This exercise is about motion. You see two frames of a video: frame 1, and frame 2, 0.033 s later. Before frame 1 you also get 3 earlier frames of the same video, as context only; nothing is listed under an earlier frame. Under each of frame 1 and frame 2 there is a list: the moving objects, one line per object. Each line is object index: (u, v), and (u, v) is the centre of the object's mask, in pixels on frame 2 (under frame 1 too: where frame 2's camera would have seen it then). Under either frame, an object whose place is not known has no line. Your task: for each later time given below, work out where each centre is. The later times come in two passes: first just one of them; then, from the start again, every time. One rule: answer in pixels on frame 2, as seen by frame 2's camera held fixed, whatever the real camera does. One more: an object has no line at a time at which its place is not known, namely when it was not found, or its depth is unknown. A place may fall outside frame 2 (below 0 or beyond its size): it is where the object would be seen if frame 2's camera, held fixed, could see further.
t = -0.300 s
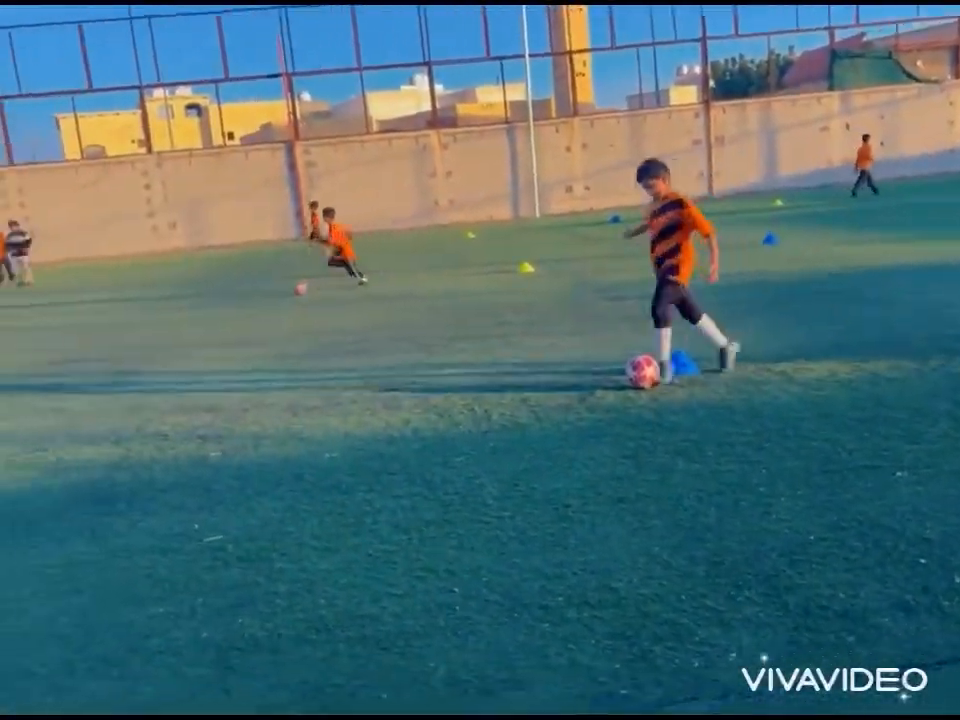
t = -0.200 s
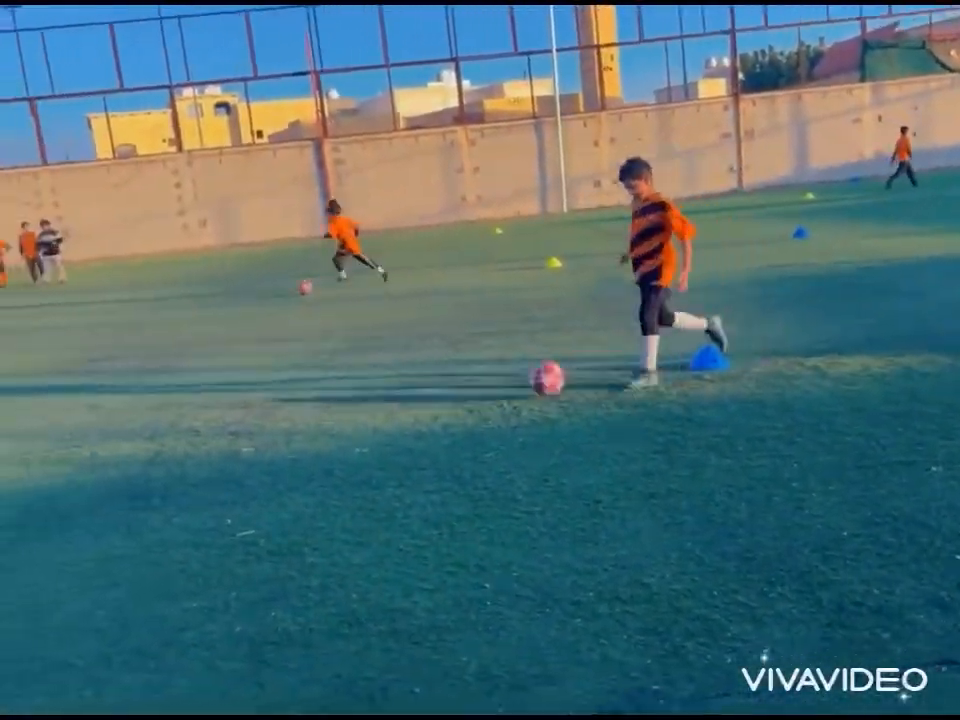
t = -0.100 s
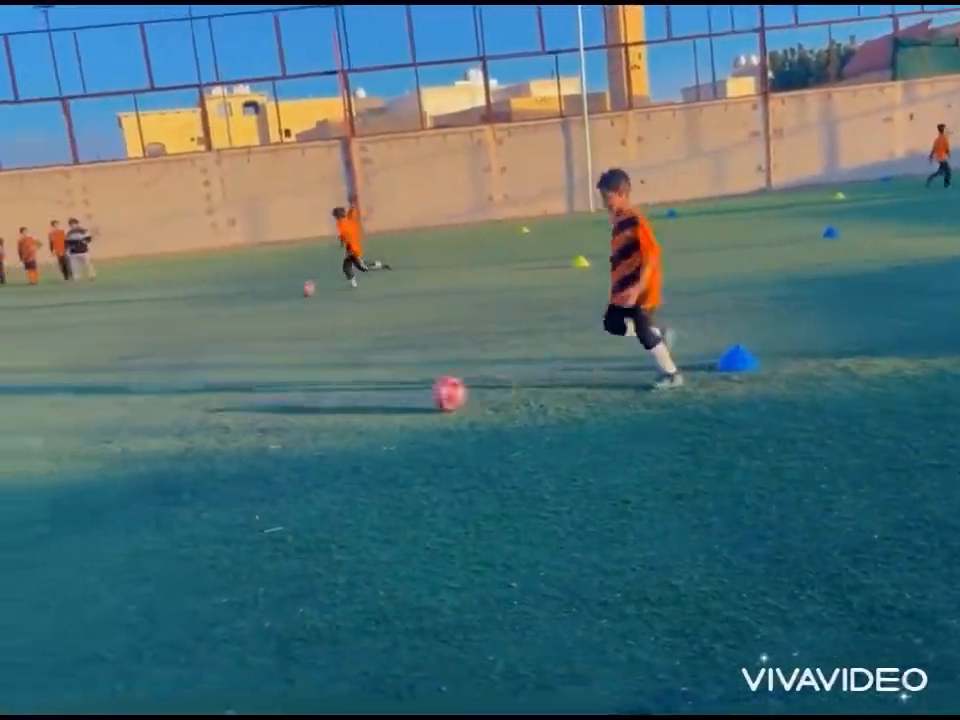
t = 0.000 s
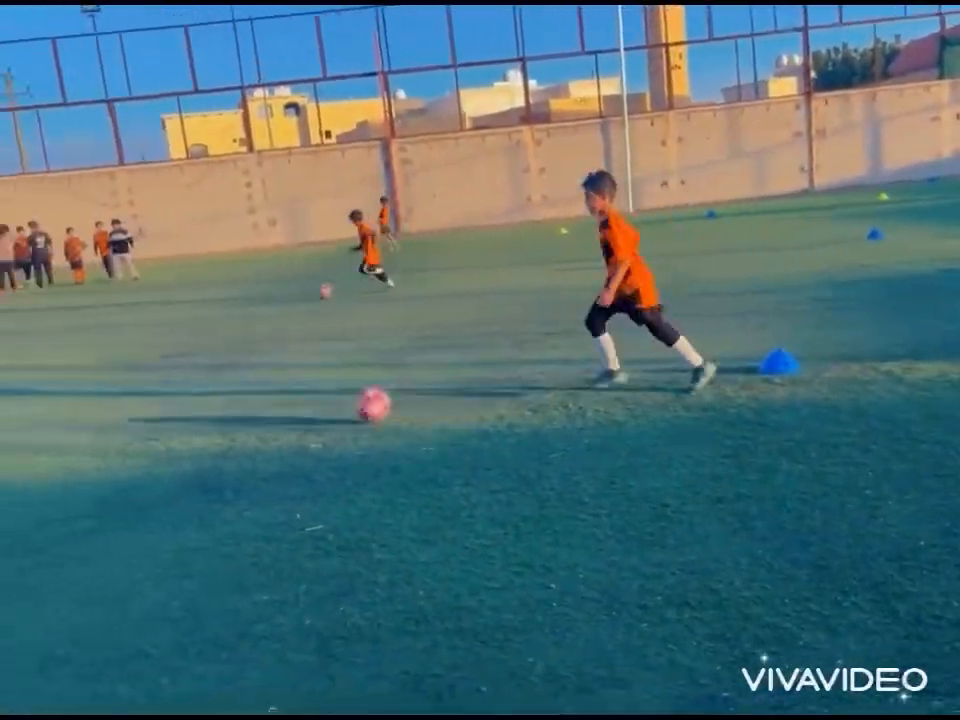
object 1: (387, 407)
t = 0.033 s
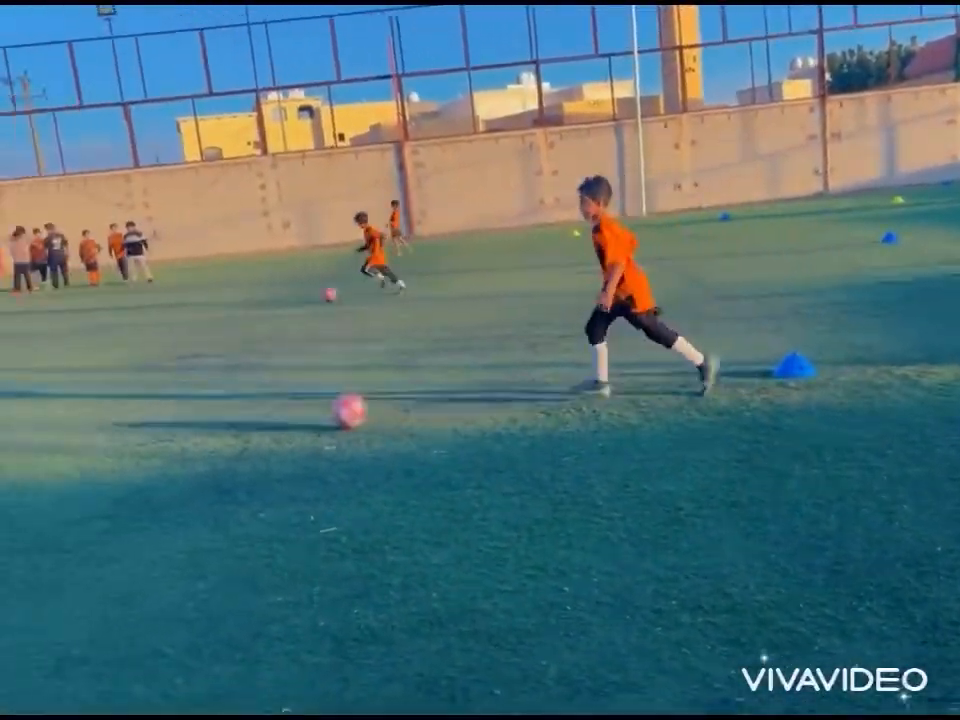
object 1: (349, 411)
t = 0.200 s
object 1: (185, 431)
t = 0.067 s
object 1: (316, 417)
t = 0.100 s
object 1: (281, 419)
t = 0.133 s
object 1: (248, 422)
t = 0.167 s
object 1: (217, 427)
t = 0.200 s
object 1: (185, 431)
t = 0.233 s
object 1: (154, 432)
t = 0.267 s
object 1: (125, 436)
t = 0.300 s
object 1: (98, 439)
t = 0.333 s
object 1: (48, 442)
